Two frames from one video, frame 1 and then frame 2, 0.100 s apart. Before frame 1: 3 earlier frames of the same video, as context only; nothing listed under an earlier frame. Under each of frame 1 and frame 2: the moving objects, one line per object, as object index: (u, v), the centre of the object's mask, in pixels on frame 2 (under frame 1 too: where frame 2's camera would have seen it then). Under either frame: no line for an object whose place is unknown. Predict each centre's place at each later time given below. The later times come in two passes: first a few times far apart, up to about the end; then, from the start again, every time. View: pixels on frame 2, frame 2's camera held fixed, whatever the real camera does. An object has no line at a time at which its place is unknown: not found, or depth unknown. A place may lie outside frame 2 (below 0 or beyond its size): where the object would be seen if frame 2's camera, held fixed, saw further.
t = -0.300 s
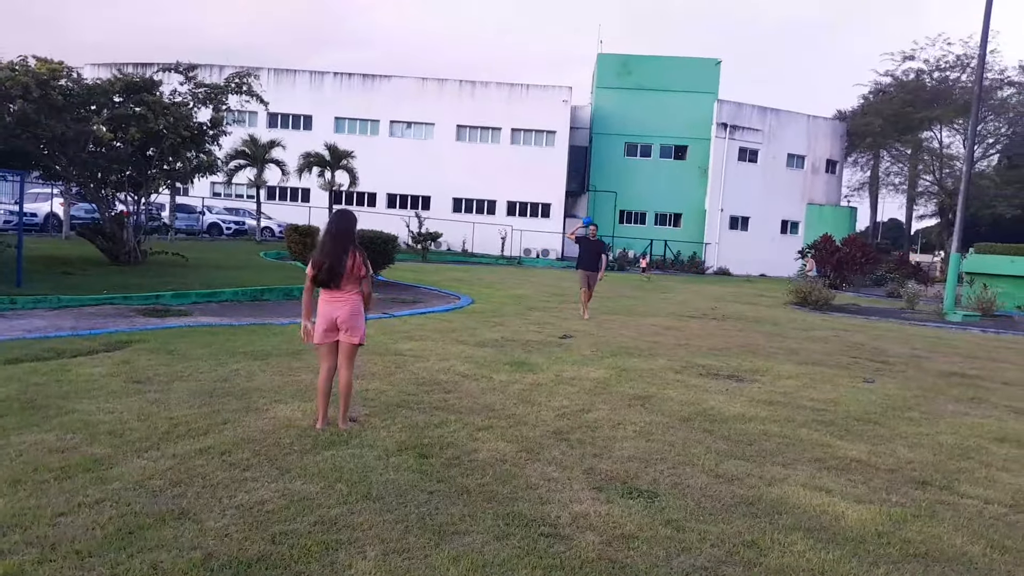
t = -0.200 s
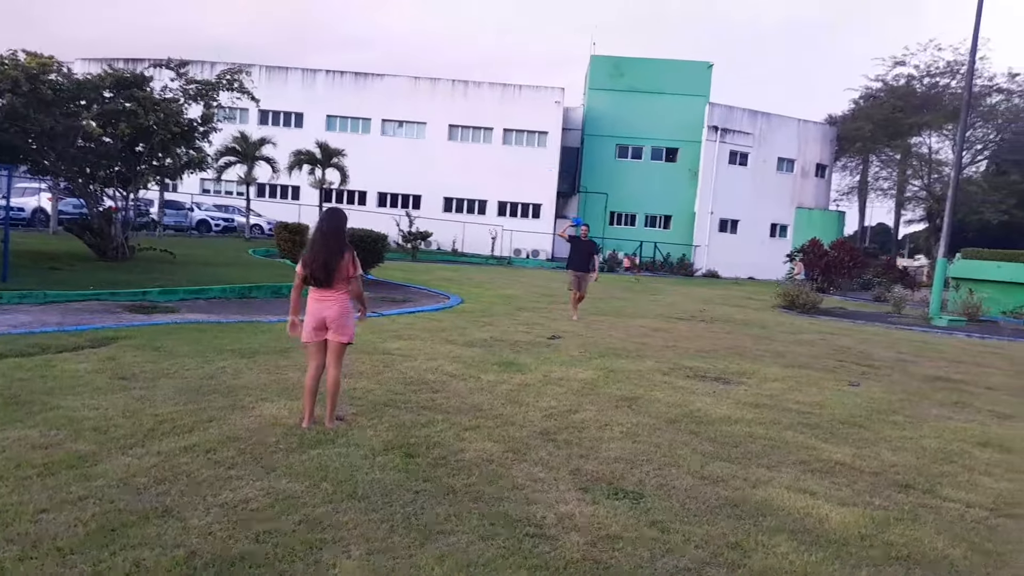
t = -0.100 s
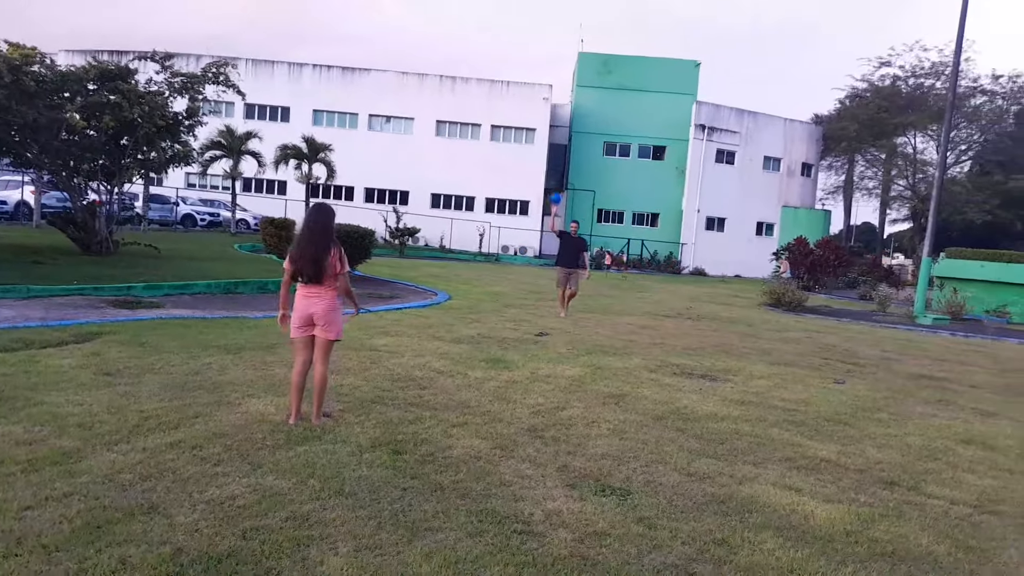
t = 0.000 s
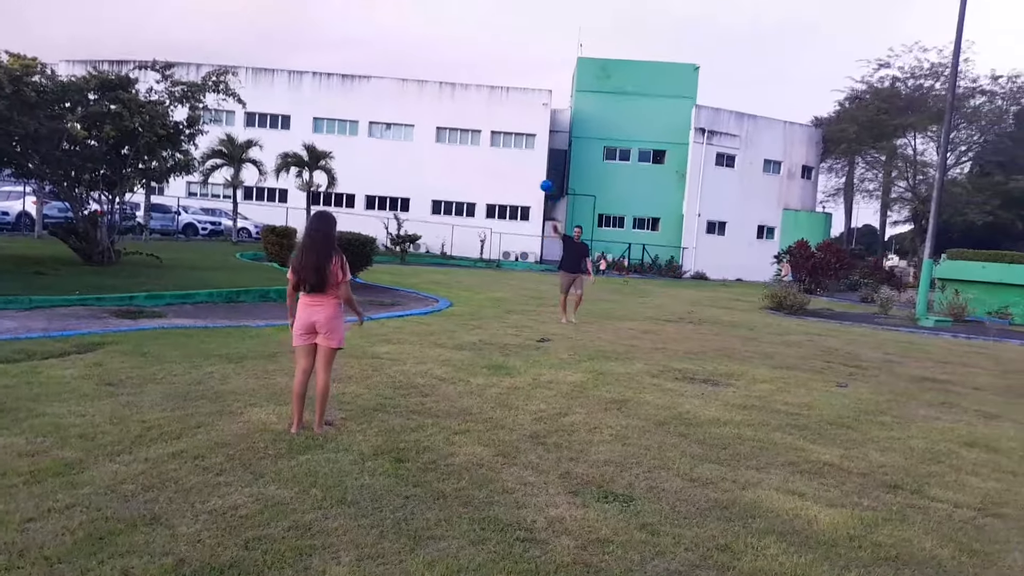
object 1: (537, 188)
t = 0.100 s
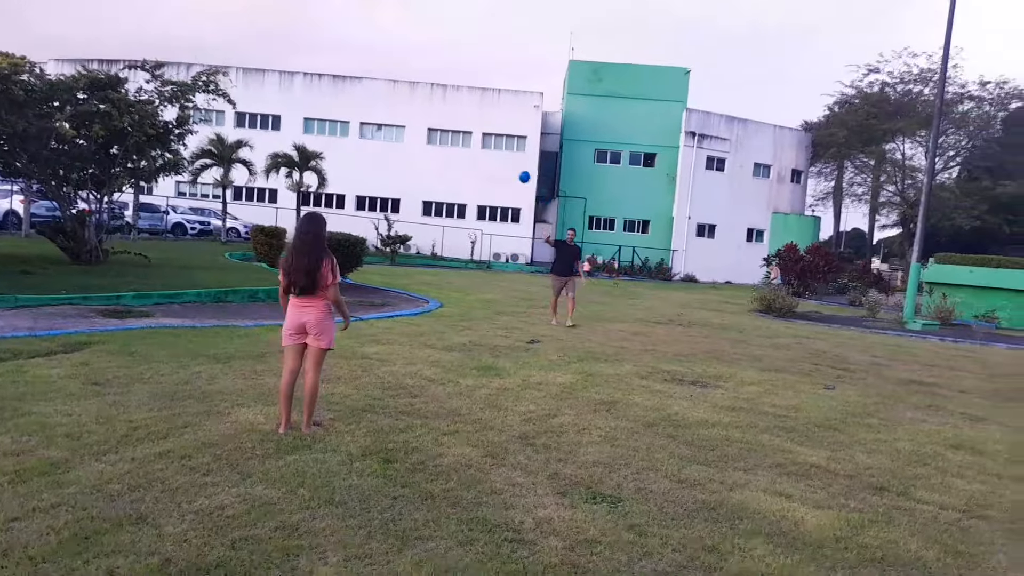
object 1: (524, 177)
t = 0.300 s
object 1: (504, 172)
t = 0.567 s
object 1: (466, 212)
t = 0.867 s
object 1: (408, 343)
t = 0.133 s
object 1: (521, 174)
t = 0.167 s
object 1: (518, 173)
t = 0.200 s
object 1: (514, 172)
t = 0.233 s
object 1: (511, 171)
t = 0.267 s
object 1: (508, 171)
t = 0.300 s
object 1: (504, 172)
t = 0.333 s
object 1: (500, 174)
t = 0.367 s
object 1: (496, 176)
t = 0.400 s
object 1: (492, 179)
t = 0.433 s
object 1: (488, 184)
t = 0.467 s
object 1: (483, 189)
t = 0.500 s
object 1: (478, 195)
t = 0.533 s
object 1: (472, 203)
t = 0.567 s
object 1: (466, 212)
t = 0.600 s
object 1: (460, 222)
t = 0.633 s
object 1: (454, 234)
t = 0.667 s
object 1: (448, 246)
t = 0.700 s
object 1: (441, 261)
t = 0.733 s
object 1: (435, 274)
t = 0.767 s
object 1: (429, 290)
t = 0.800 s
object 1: (422, 307)
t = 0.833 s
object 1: (415, 324)
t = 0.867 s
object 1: (408, 343)
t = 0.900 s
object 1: (401, 363)
